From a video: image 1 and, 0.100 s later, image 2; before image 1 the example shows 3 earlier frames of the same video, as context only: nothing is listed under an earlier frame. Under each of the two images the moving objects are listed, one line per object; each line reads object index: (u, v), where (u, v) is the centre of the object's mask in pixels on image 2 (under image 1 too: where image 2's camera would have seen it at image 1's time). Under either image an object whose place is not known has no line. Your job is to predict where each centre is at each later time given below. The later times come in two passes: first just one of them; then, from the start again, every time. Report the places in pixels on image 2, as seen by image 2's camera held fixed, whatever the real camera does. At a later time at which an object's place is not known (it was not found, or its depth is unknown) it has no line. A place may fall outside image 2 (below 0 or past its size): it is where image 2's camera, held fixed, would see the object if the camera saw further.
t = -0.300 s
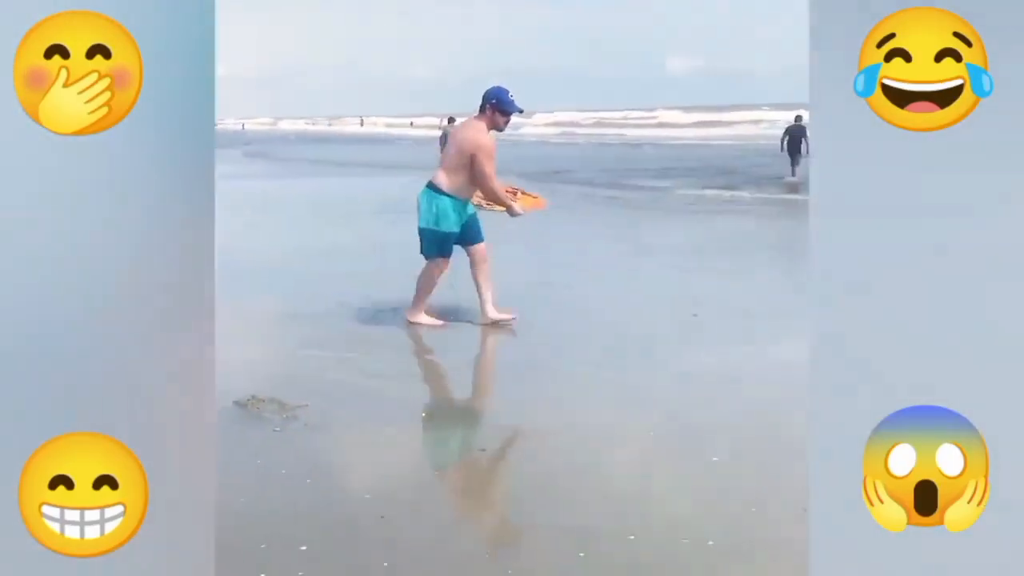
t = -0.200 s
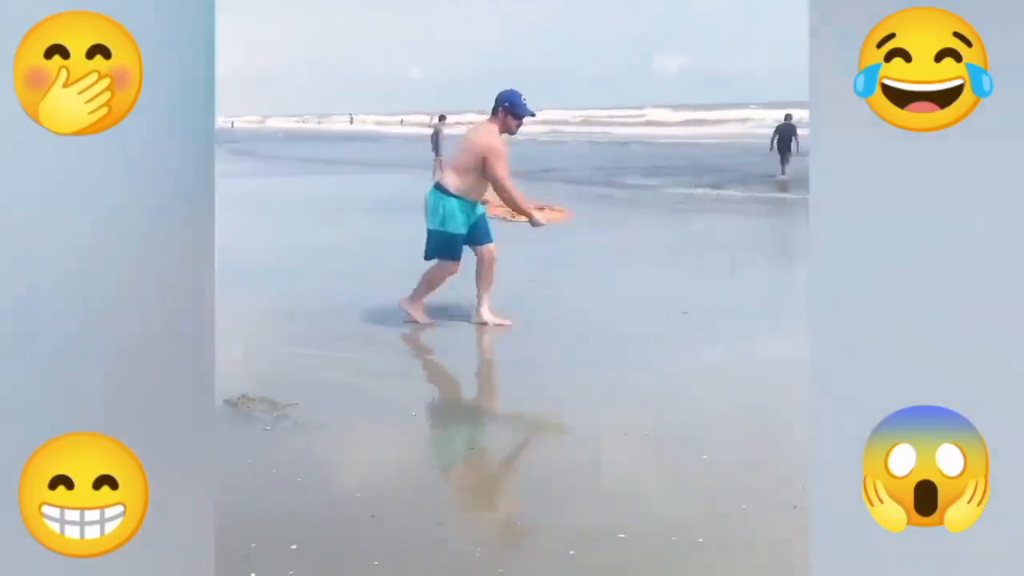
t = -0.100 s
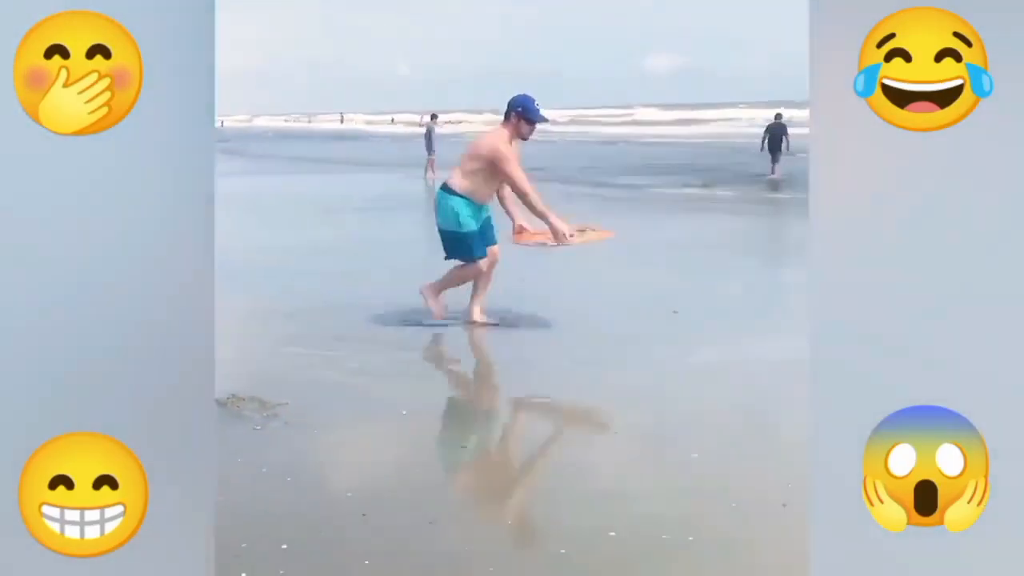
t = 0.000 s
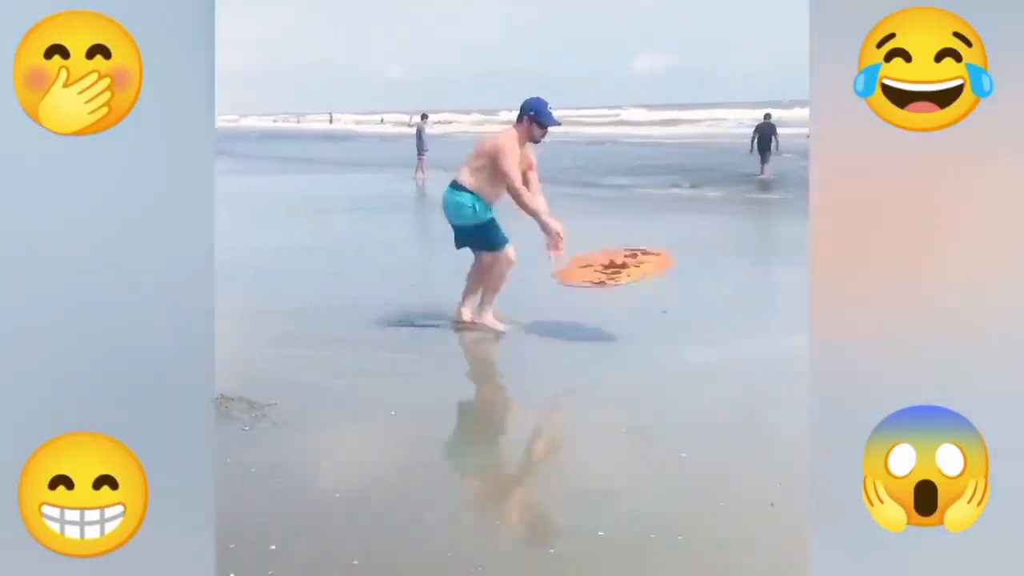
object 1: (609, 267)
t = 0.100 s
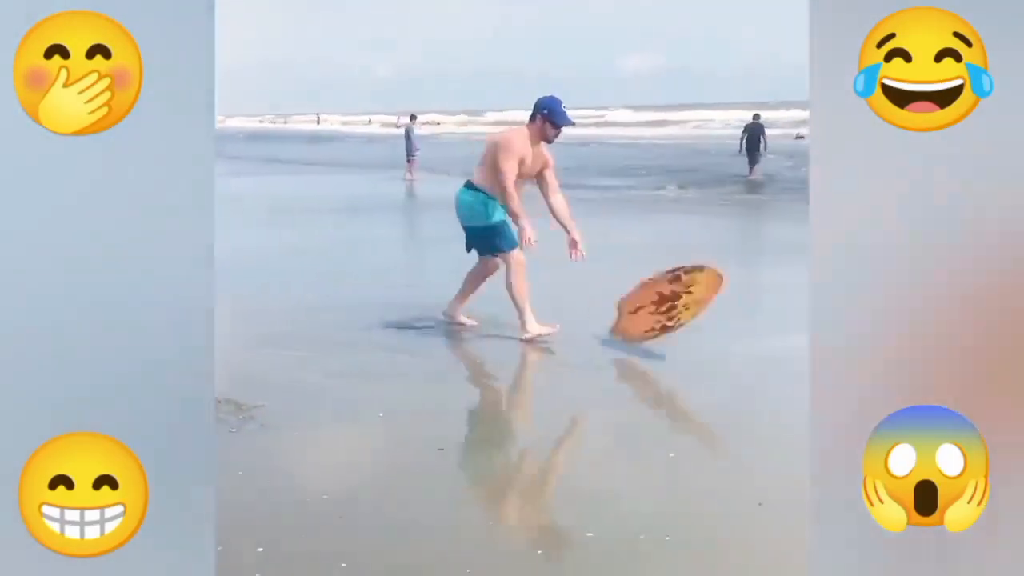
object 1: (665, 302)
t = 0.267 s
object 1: (716, 336)
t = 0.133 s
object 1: (680, 313)
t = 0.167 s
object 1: (691, 318)
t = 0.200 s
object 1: (700, 324)
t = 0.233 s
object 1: (707, 330)
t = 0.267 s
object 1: (716, 336)
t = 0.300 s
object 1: (718, 344)
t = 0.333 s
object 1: (723, 350)
